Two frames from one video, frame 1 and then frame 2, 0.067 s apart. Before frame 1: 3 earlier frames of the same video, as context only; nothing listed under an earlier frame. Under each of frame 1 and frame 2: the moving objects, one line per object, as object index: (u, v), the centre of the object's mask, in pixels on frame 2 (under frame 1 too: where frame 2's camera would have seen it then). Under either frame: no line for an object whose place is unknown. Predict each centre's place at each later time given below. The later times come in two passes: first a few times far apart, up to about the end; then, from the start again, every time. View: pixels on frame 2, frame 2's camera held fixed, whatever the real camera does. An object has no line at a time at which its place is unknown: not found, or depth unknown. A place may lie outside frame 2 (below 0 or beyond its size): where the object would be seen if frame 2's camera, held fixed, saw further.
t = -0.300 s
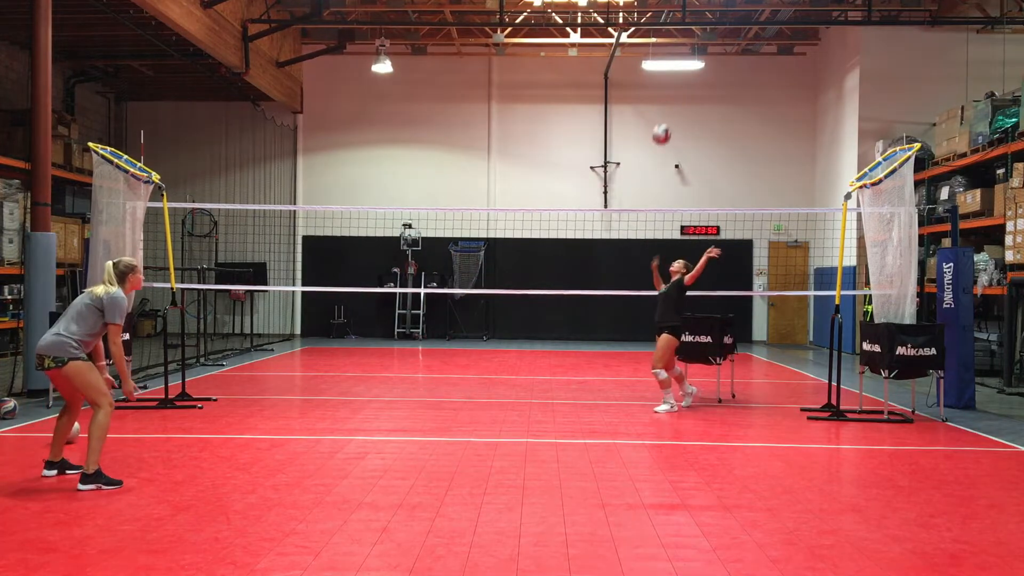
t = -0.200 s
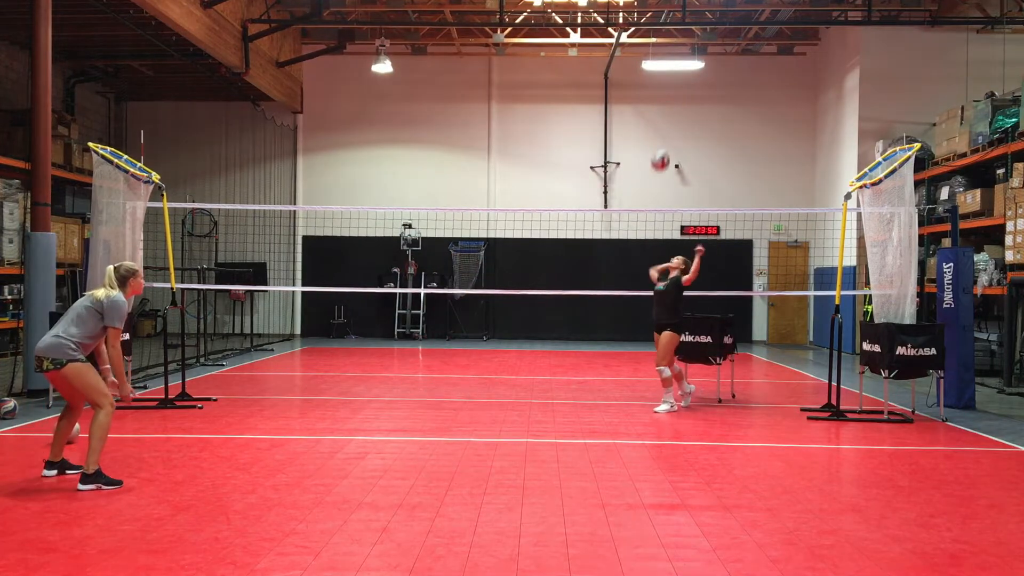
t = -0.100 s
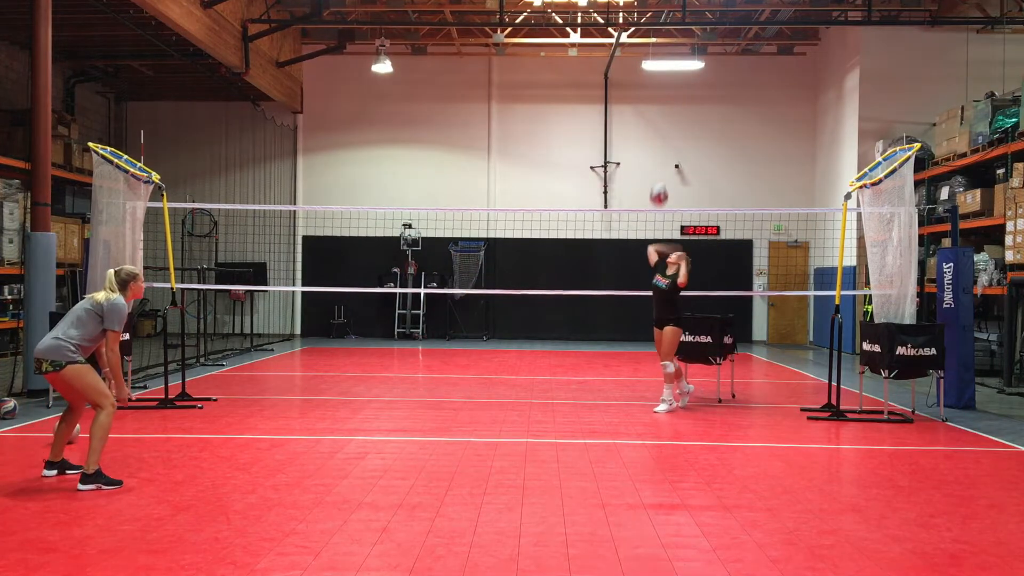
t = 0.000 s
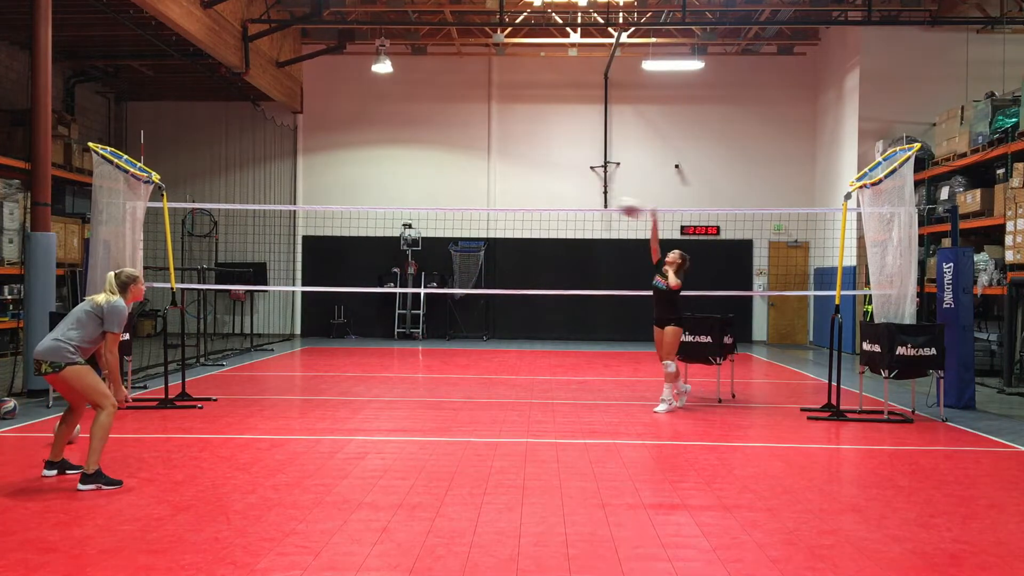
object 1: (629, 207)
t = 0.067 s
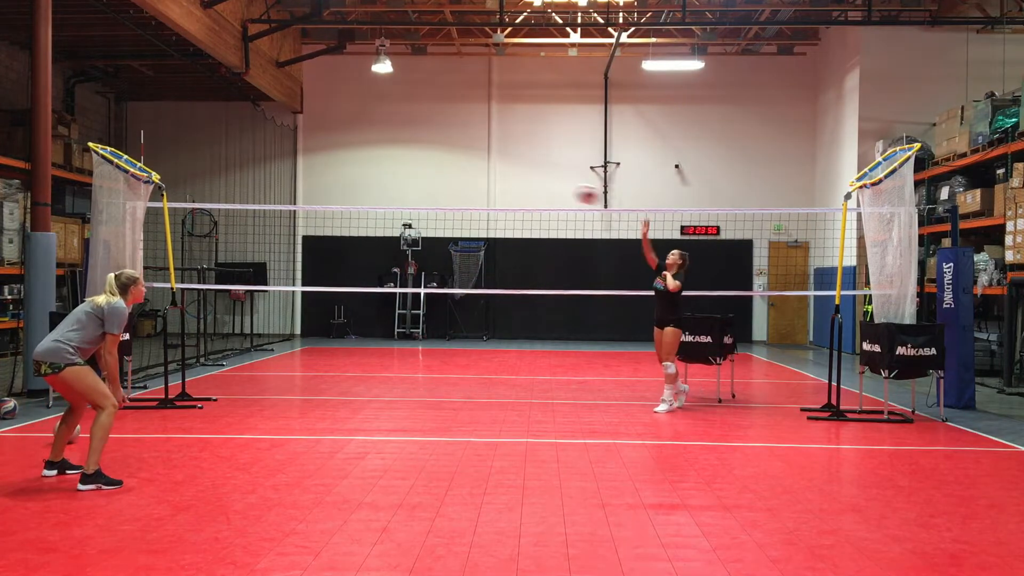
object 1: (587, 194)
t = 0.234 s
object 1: (472, 178)
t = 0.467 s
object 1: (284, 204)
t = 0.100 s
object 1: (565, 188)
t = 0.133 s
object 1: (543, 184)
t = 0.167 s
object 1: (521, 181)
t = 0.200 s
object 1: (496, 178)
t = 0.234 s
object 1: (472, 178)
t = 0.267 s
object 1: (447, 177)
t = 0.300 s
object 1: (422, 179)
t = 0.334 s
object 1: (395, 181)
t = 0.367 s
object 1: (370, 184)
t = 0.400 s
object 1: (342, 189)
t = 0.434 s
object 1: (314, 196)
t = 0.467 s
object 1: (284, 204)
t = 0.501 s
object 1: (253, 214)
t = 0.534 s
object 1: (222, 225)
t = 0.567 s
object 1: (193, 237)
